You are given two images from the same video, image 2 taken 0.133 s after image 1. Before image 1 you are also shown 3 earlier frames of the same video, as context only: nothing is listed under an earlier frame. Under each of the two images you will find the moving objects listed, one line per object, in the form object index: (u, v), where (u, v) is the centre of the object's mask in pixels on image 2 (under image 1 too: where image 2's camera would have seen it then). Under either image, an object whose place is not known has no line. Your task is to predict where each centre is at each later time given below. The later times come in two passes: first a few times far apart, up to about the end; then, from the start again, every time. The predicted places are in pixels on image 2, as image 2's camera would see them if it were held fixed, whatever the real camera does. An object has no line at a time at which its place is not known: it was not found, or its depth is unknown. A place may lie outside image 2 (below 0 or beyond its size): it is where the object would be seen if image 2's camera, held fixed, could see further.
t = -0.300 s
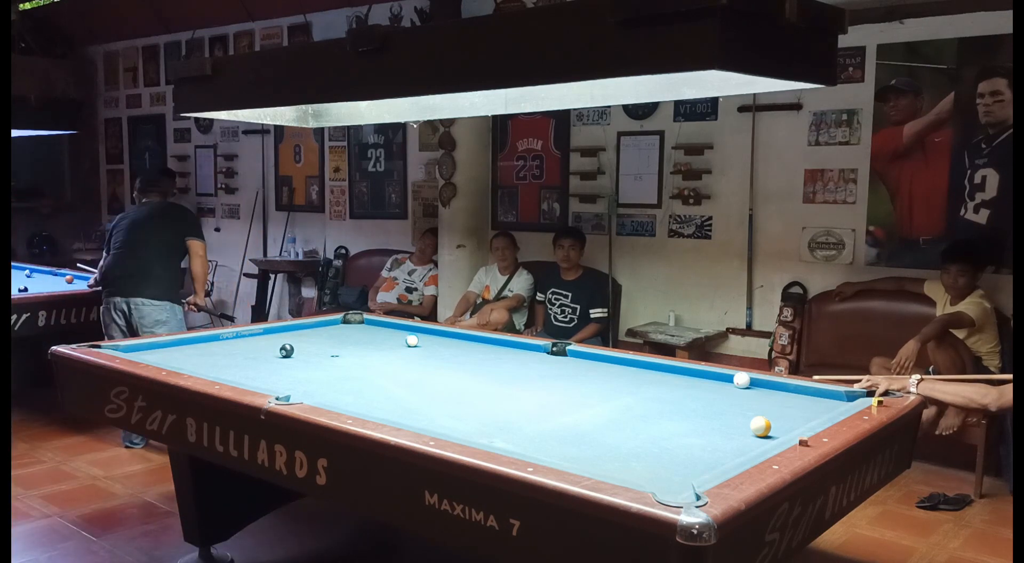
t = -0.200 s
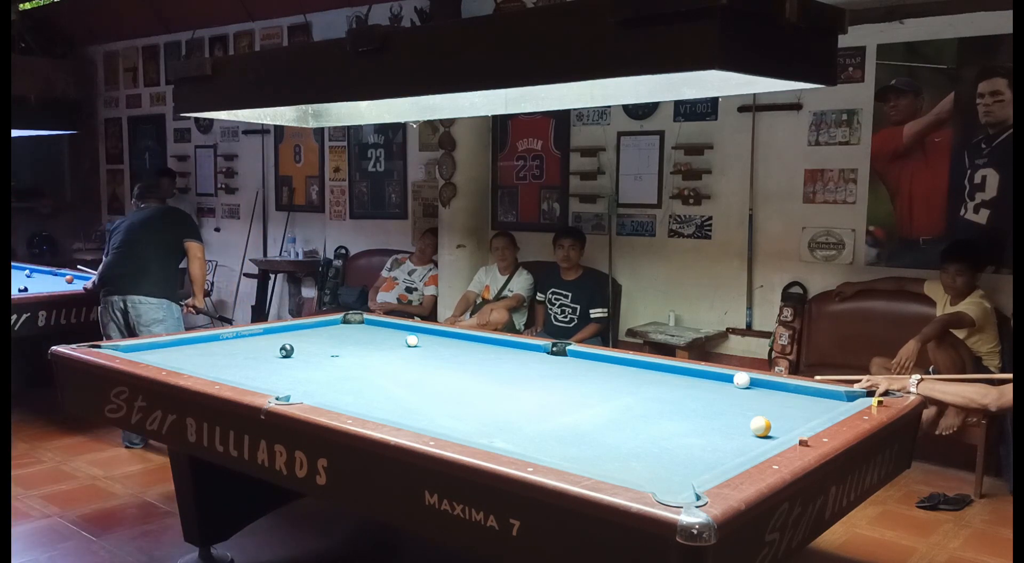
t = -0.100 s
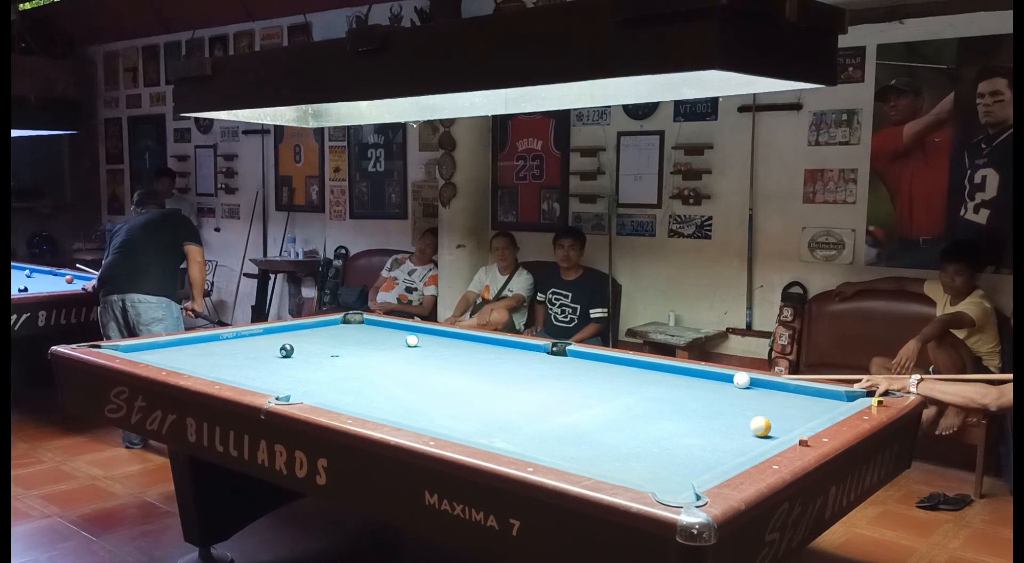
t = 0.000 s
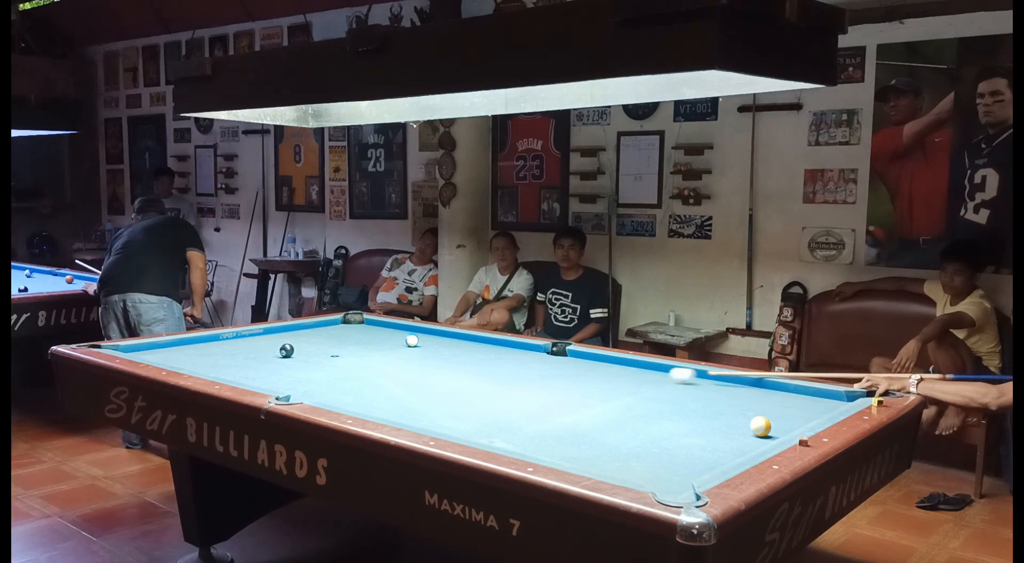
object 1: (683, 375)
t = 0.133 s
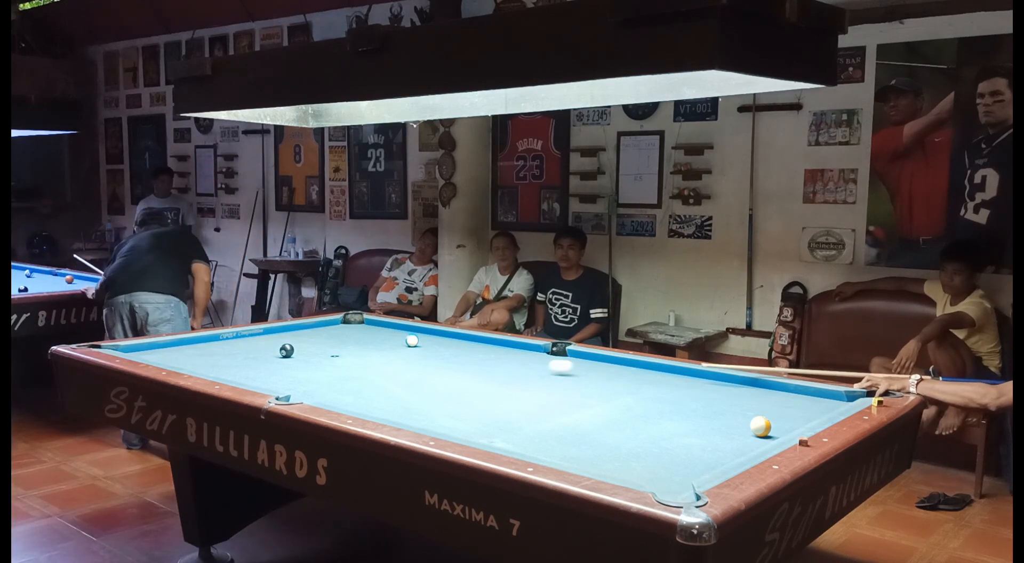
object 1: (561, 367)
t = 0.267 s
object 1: (449, 359)
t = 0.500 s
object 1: (302, 348)
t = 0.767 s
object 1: (273, 336)
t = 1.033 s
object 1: (275, 333)
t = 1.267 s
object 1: (312, 335)
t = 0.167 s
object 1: (532, 365)
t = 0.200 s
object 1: (503, 363)
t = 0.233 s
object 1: (476, 361)
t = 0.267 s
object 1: (449, 359)
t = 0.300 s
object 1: (422, 358)
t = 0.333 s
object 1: (396, 356)
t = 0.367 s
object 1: (370, 355)
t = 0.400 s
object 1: (344, 353)
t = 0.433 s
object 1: (319, 351)
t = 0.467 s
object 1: (302, 350)
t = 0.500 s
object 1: (302, 348)
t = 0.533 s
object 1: (301, 347)
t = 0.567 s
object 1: (299, 345)
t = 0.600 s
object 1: (296, 344)
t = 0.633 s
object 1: (292, 342)
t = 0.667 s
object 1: (288, 341)
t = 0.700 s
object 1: (283, 339)
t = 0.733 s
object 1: (278, 338)
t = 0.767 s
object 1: (273, 336)
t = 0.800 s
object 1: (268, 335)
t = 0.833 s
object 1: (263, 334)
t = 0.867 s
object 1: (258, 333)
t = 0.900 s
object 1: (254, 332)
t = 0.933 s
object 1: (259, 332)
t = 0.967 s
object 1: (265, 332)
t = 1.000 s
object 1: (270, 333)
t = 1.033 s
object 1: (275, 333)
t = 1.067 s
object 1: (280, 333)
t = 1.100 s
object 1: (285, 333)
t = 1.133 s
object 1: (291, 334)
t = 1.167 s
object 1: (296, 334)
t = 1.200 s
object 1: (301, 335)
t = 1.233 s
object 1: (306, 335)
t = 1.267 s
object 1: (312, 335)
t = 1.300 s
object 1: (316, 335)
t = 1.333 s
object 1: (322, 336)
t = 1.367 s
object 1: (327, 336)
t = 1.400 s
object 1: (332, 337)
